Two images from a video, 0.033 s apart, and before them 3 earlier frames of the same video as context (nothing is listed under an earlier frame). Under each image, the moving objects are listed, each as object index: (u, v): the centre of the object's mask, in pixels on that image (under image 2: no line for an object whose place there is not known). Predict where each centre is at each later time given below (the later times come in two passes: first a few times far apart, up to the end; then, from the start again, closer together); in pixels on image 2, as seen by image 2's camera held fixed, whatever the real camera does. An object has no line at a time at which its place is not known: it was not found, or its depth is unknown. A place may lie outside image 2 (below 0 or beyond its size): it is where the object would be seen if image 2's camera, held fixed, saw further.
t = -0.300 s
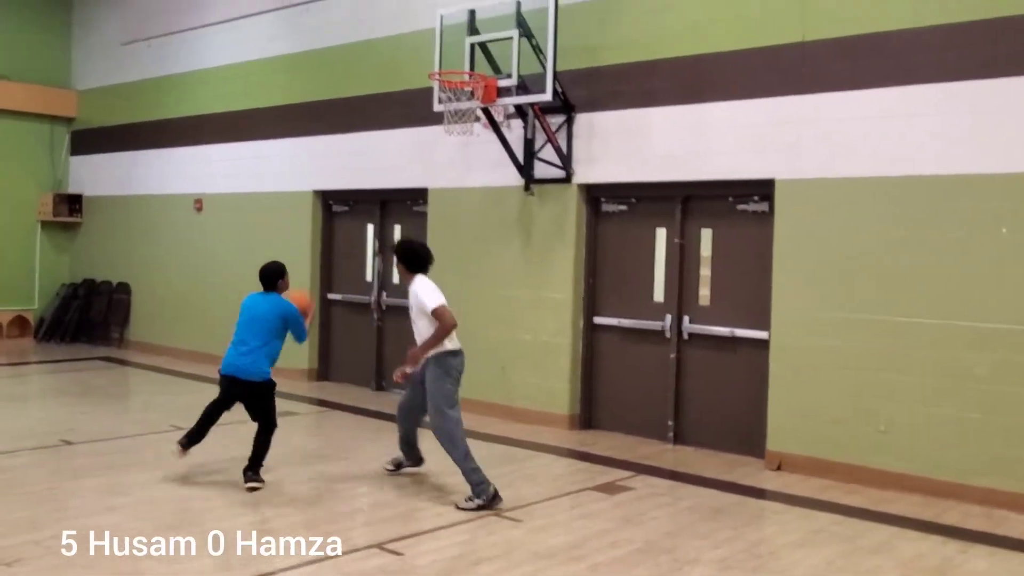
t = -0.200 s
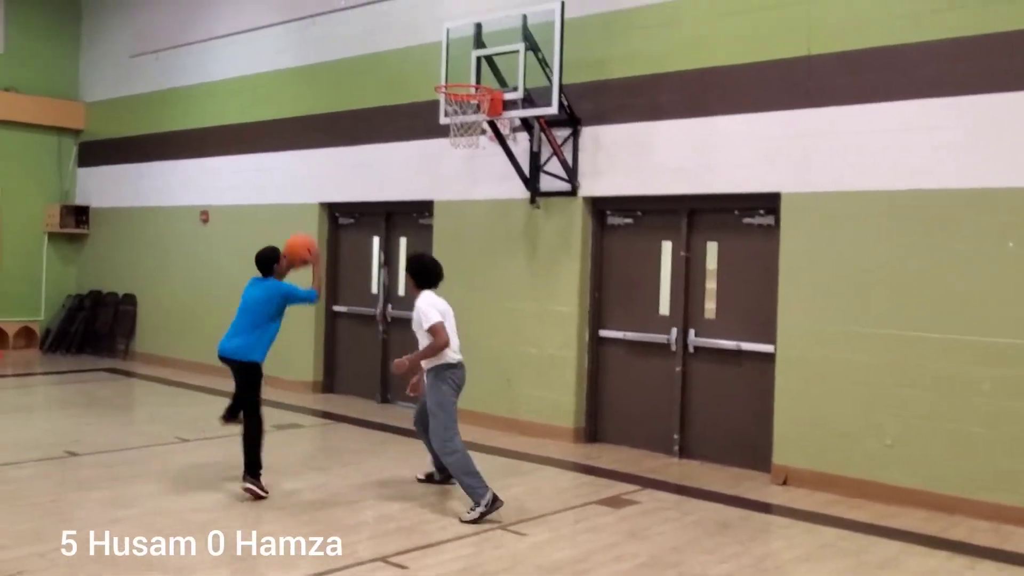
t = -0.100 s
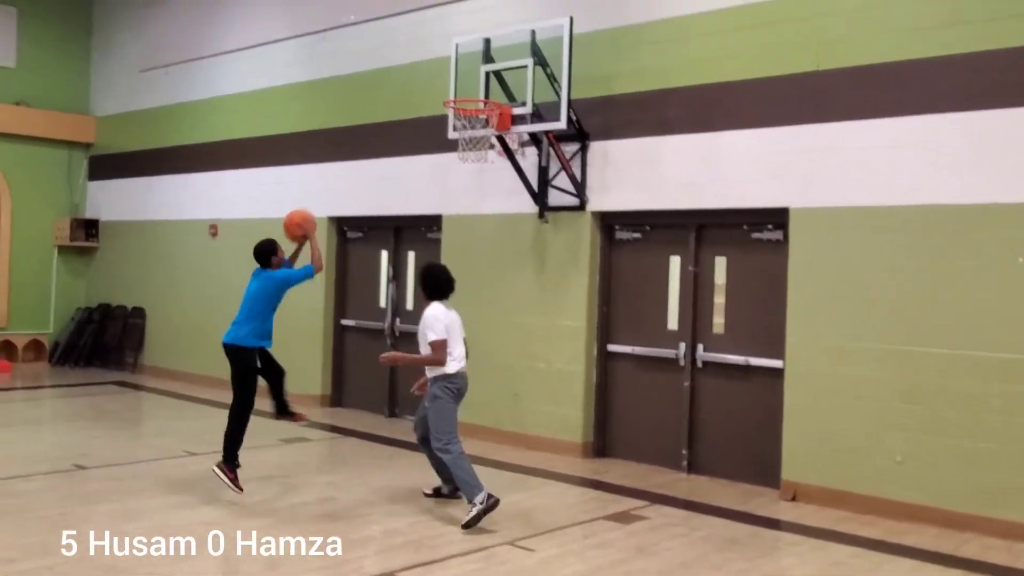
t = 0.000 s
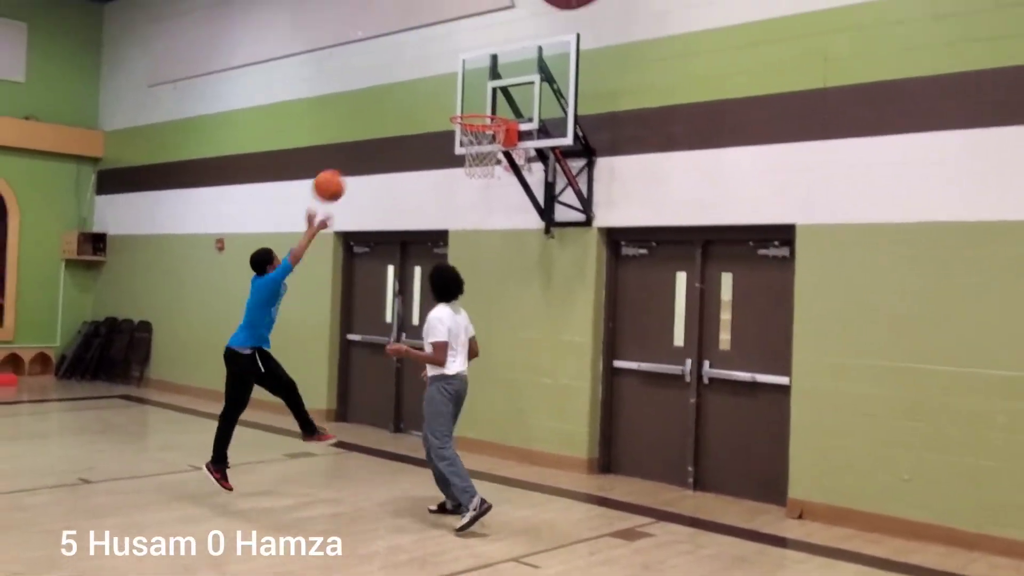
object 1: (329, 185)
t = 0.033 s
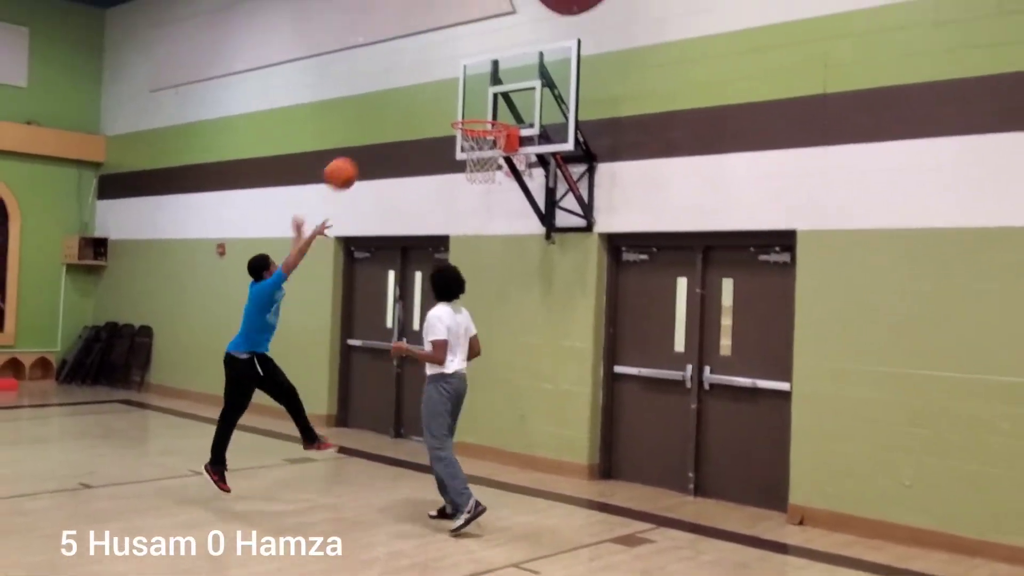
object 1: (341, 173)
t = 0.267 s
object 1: (411, 99)
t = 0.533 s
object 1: (477, 99)
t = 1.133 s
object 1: (397, 158)
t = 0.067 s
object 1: (352, 159)
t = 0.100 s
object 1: (362, 145)
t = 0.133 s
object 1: (372, 133)
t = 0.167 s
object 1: (382, 122)
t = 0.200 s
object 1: (392, 113)
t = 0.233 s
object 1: (402, 105)
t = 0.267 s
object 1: (411, 99)
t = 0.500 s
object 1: (469, 95)
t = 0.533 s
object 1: (477, 99)
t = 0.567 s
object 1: (484, 105)
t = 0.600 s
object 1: (488, 110)
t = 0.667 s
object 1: (476, 111)
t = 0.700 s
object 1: (471, 109)
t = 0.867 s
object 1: (445, 102)
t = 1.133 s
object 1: (397, 158)
